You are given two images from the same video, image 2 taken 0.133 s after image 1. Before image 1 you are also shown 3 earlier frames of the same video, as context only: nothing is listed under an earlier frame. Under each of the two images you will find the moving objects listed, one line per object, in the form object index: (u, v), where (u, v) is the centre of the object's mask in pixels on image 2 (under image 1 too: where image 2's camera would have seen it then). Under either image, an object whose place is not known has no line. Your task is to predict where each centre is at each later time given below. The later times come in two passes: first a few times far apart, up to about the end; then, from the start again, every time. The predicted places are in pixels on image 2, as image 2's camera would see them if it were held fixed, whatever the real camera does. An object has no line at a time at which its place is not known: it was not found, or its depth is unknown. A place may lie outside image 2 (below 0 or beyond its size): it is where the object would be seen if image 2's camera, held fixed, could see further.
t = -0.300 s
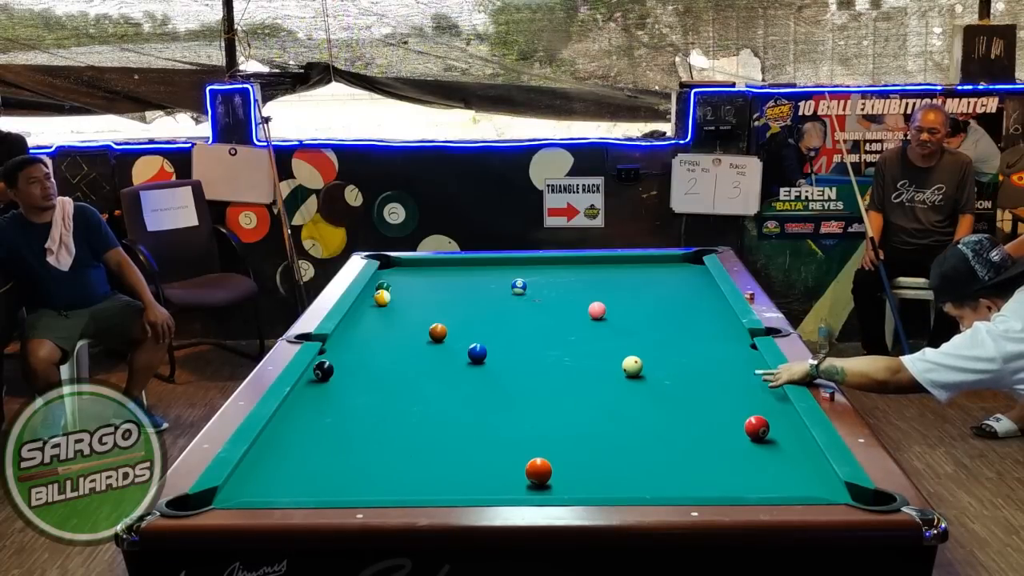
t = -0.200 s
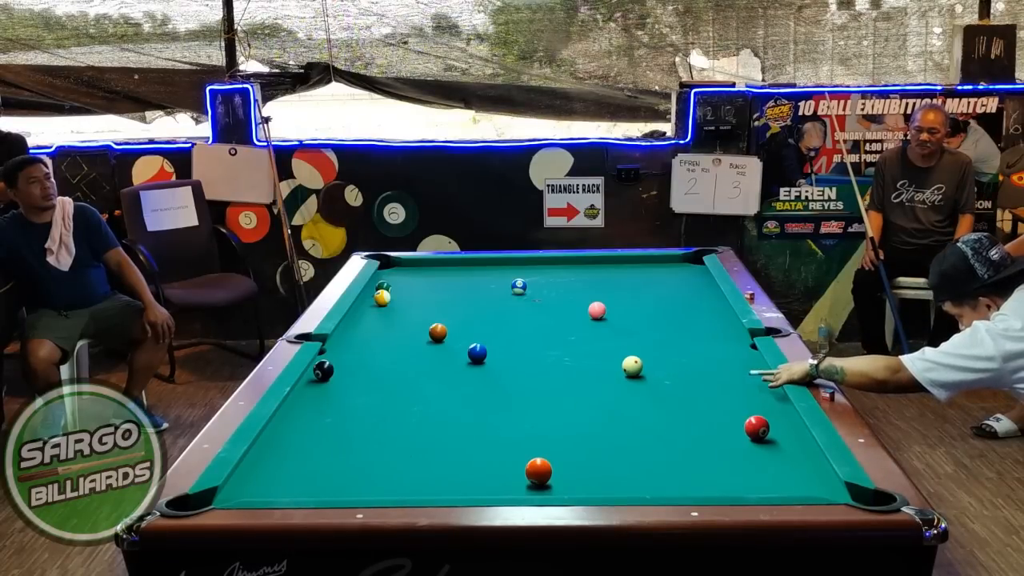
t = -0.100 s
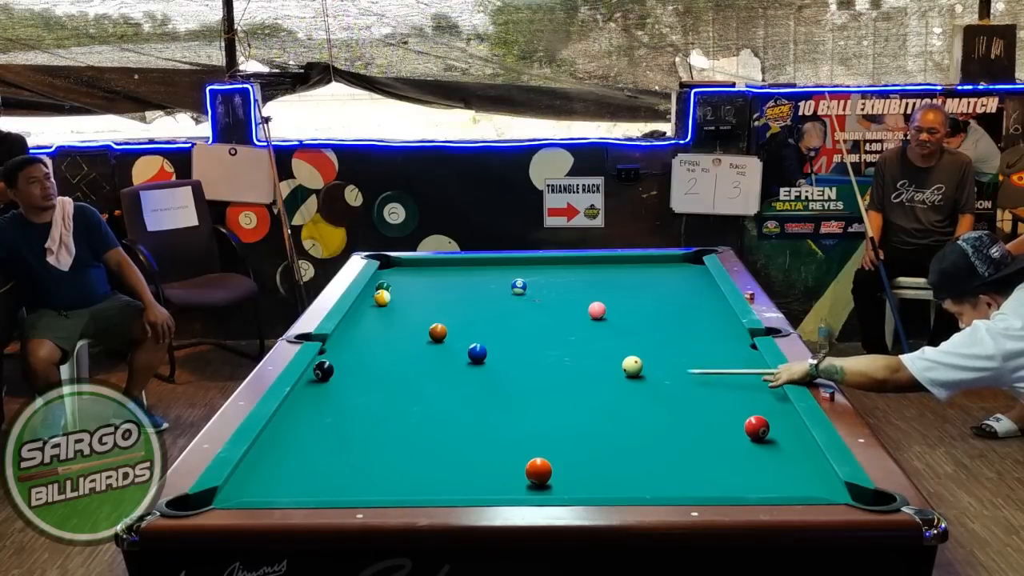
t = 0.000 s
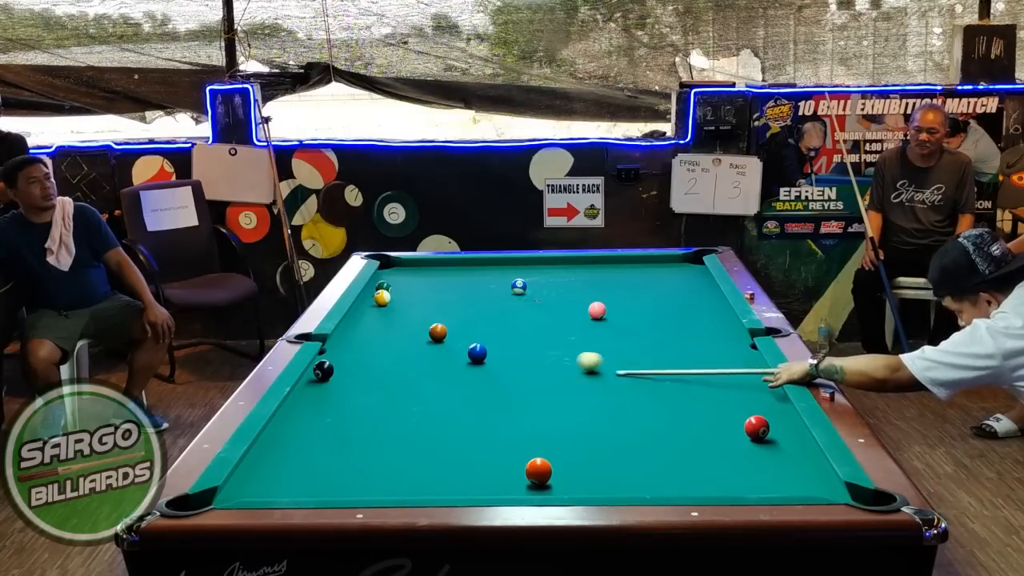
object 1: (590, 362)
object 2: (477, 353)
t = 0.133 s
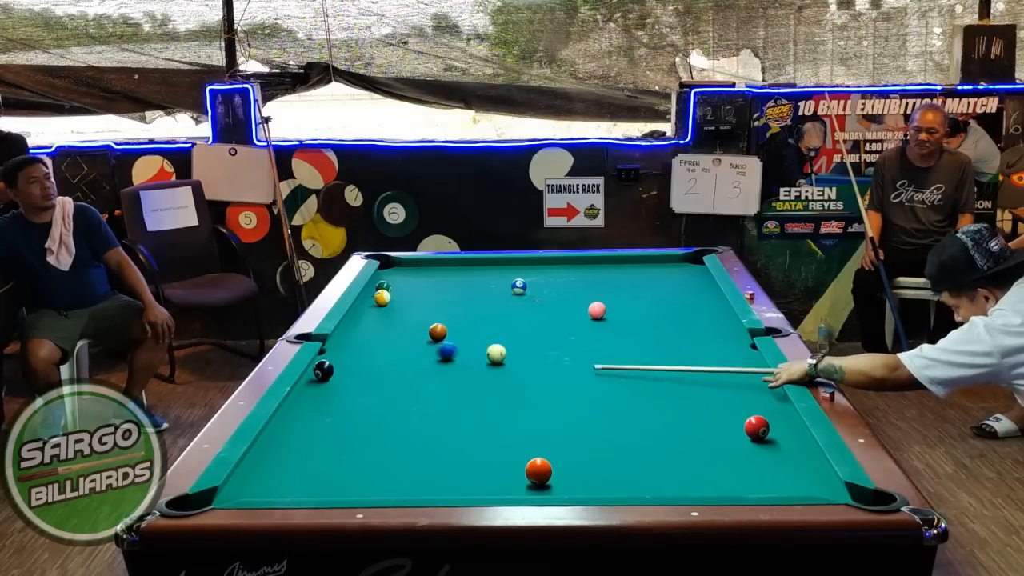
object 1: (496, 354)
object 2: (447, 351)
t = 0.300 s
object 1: (514, 354)
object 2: (315, 337)
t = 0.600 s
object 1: (547, 355)
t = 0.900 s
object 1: (580, 356)
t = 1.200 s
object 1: (611, 356)
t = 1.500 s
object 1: (640, 357)
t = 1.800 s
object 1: (662, 358)
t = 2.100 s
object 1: (685, 359)
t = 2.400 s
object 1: (705, 359)
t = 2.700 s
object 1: (720, 360)
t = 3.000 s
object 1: (733, 360)
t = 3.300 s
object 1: (743, 360)
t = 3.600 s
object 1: (750, 360)
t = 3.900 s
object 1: (754, 360)
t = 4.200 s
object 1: (753, 360)
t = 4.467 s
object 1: (753, 360)
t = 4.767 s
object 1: (752, 360)
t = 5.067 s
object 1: (752, 360)
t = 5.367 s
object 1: (752, 360)
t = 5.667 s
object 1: (752, 360)
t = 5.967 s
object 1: (752, 360)
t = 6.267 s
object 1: (752, 360)
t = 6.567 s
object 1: (753, 360)
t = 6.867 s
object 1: (753, 360)
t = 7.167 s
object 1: (753, 360)
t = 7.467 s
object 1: (753, 360)
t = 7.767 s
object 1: (753, 360)
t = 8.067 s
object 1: (753, 360)
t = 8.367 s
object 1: (753, 360)
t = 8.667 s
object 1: (752, 360)
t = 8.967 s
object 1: (753, 360)
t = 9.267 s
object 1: (753, 360)
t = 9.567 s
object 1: (753, 360)
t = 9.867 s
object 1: (753, 360)
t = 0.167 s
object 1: (497, 354)
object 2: (419, 349)
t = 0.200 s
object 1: (500, 354)
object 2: (394, 346)
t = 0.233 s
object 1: (505, 354)
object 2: (358, 344)
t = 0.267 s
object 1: (509, 354)
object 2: (334, 342)
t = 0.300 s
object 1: (514, 354)
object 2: (315, 337)
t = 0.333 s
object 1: (516, 354)
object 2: (305, 337)
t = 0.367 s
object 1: (519, 354)
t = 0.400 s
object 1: (524, 354)
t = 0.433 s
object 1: (527, 354)
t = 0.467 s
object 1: (532, 355)
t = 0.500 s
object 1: (536, 355)
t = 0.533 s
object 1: (539, 355)
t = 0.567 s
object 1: (543, 355)
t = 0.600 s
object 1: (547, 355)
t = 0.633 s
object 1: (553, 355)
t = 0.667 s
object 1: (557, 355)
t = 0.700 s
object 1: (560, 355)
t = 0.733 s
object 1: (564, 355)
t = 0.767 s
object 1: (566, 356)
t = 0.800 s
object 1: (570, 356)
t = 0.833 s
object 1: (573, 356)
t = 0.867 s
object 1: (577, 356)
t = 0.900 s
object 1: (580, 356)
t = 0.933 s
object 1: (584, 356)
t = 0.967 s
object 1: (588, 356)
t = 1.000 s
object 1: (591, 356)
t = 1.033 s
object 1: (594, 356)
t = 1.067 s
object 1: (600, 356)
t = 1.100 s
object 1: (603, 356)
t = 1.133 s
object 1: (606, 356)
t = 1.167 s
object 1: (610, 356)
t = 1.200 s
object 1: (611, 356)
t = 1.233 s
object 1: (614, 357)
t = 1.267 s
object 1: (618, 357)
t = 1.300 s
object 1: (621, 357)
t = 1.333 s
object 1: (624, 357)
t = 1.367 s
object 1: (627, 357)
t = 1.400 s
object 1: (630, 357)
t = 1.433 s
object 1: (633, 357)
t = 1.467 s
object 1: (636, 357)
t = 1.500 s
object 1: (640, 357)
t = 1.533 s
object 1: (643, 357)
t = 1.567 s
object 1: (646, 357)
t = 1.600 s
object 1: (647, 358)
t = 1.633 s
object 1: (650, 358)
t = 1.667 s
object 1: (653, 358)
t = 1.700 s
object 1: (655, 358)
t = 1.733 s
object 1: (658, 358)
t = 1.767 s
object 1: (661, 358)
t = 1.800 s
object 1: (662, 358)
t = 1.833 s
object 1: (666, 358)
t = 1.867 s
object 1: (669, 358)
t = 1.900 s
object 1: (672, 358)
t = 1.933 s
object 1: (674, 358)
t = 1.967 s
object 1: (677, 358)
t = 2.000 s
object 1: (680, 358)
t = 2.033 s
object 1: (681, 358)
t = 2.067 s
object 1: (683, 358)
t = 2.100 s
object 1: (685, 359)
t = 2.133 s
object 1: (688, 359)
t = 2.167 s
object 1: (690, 358)
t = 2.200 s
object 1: (692, 359)
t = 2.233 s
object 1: (693, 359)
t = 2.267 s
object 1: (697, 359)
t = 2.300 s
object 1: (699, 359)
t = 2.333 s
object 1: (701, 359)
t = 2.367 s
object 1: (704, 359)
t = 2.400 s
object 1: (705, 359)
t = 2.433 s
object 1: (706, 359)
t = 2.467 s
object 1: (708, 359)
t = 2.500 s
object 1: (710, 359)
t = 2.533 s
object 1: (712, 360)
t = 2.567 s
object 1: (713, 359)
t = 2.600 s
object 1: (715, 359)
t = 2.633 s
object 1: (717, 359)
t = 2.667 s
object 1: (719, 360)
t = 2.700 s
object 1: (720, 360)
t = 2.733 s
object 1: (723, 360)
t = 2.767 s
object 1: (725, 360)
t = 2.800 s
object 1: (726, 360)
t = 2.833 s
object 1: (727, 360)
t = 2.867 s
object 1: (728, 360)
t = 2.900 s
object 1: (729, 360)
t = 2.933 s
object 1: (731, 360)
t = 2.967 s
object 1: (732, 360)
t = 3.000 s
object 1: (733, 360)
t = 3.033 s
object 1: (734, 360)
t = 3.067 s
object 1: (736, 360)
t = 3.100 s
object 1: (737, 360)
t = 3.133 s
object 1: (738, 360)
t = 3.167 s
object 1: (740, 360)
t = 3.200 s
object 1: (741, 360)
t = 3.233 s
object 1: (742, 360)
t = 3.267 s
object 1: (742, 360)
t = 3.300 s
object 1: (743, 360)
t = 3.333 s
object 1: (744, 360)
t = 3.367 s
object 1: (745, 360)
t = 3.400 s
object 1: (746, 360)
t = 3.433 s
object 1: (746, 360)
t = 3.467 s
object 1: (747, 360)
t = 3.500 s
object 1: (748, 360)
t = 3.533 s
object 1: (749, 360)
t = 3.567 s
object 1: (750, 360)
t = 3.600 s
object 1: (750, 360)
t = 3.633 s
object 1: (751, 360)
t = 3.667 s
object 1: (751, 360)
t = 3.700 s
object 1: (752, 360)
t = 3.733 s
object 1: (752, 360)
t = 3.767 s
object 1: (753, 360)
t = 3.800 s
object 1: (753, 360)
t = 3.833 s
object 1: (753, 360)
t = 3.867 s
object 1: (754, 360)
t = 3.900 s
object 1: (754, 360)
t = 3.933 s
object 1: (754, 360)
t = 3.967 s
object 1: (754, 360)
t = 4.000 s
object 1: (753, 360)
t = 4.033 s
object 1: (753, 360)
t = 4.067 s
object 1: (753, 360)
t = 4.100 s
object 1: (753, 360)
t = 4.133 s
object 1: (753, 360)
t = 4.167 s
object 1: (753, 360)
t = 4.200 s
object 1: (753, 360)
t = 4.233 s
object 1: (752, 360)
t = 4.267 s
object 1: (752, 360)
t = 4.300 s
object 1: (752, 360)
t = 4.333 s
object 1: (752, 360)
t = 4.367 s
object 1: (753, 360)
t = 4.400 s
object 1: (753, 360)
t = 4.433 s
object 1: (753, 360)
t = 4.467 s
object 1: (753, 360)
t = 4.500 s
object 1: (752, 360)
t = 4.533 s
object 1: (753, 360)
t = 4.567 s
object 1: (753, 360)
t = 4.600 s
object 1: (753, 360)
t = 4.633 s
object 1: (753, 360)
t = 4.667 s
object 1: (753, 360)
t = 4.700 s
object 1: (753, 360)
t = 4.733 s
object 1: (753, 360)
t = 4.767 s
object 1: (752, 360)
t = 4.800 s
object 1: (752, 360)
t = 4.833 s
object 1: (752, 360)
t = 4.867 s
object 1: (753, 360)
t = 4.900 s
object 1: (753, 360)
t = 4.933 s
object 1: (753, 360)
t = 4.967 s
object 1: (753, 360)
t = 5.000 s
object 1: (753, 360)
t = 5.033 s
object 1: (753, 360)
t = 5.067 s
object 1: (752, 360)
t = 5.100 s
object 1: (752, 360)
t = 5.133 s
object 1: (753, 360)
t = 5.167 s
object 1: (753, 360)
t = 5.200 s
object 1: (753, 360)
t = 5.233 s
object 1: (753, 360)
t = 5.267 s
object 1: (752, 360)
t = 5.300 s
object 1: (753, 360)
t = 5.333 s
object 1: (752, 360)
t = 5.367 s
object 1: (752, 360)
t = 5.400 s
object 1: (752, 360)
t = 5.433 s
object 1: (752, 360)
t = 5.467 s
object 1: (753, 360)
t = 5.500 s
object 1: (752, 360)
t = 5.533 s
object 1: (752, 360)
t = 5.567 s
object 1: (752, 360)
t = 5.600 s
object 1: (752, 360)
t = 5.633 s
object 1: (752, 360)
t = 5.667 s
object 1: (752, 360)
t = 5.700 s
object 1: (752, 360)
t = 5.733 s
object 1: (752, 360)
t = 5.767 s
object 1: (752, 360)
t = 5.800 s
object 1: (752, 360)
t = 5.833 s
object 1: (752, 360)
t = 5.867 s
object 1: (752, 360)
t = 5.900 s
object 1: (752, 360)
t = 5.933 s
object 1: (752, 360)
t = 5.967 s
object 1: (752, 360)
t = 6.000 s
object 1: (752, 360)
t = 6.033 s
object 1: (752, 360)
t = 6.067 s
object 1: (752, 360)
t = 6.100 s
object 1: (752, 360)
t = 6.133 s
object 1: (752, 360)
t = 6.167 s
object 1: (752, 360)
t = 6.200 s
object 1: (752, 360)
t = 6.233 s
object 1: (752, 360)
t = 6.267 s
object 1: (752, 360)
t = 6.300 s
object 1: (753, 360)
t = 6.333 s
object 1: (753, 360)
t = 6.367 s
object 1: (753, 360)
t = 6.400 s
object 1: (753, 360)
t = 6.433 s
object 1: (753, 360)
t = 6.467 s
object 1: (753, 360)
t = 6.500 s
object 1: (753, 360)
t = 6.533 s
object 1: (753, 360)
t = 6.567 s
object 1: (753, 360)
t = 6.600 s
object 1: (753, 360)
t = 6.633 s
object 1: (753, 360)
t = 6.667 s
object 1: (753, 360)
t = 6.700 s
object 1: (753, 360)
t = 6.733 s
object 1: (753, 360)
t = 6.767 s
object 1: (753, 360)
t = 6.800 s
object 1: (753, 360)
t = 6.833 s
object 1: (753, 360)
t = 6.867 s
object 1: (753, 360)
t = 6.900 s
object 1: (753, 360)
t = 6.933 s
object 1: (752, 360)
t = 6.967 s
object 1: (752, 360)
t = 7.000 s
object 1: (752, 360)
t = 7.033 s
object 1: (752, 360)
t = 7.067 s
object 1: (752, 360)
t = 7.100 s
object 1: (753, 360)
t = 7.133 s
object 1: (753, 360)
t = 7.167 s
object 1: (753, 360)
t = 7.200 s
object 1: (753, 360)
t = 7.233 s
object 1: (753, 360)
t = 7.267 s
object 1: (753, 360)
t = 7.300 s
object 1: (752, 360)
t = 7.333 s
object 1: (752, 360)
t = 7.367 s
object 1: (753, 360)
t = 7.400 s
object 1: (753, 360)
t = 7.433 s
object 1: (753, 360)
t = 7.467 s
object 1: (753, 360)
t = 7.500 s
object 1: (753, 360)
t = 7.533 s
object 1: (753, 360)
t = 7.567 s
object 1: (752, 360)
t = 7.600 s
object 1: (752, 360)
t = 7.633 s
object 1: (752, 360)
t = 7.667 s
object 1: (752, 360)
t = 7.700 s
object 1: (753, 360)
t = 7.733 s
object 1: (753, 360)
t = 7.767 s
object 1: (753, 360)
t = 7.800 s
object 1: (753, 360)
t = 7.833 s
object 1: (753, 360)
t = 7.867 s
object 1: (753, 360)
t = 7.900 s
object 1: (752, 360)
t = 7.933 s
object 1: (752, 360)
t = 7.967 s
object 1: (752, 360)
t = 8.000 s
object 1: (752, 360)
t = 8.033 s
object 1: (753, 360)
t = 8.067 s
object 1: (753, 360)
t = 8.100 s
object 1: (752, 360)
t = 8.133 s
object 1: (753, 360)
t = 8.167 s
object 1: (753, 360)
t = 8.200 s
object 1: (753, 360)
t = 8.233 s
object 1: (752, 360)
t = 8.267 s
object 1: (752, 360)
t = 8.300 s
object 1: (753, 360)
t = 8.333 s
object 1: (752, 360)
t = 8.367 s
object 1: (753, 360)
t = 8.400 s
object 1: (753, 360)
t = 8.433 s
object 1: (753, 360)
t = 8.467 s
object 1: (753, 360)
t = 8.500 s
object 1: (753, 360)
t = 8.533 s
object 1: (753, 360)
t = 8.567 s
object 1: (752, 360)
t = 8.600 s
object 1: (752, 360)
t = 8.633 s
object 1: (752, 360)
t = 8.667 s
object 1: (752, 360)
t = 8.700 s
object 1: (752, 360)
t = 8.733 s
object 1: (753, 360)
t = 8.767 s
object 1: (752, 360)
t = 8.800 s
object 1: (752, 360)
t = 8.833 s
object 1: (753, 360)
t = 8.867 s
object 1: (752, 360)
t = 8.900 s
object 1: (752, 360)
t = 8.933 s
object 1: (752, 360)
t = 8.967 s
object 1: (753, 360)
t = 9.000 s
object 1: (753, 360)
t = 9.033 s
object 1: (753, 360)
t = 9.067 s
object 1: (753, 360)
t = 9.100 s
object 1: (752, 360)
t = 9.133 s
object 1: (752, 360)
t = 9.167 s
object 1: (753, 360)
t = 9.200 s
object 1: (752, 360)
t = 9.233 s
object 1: (753, 360)
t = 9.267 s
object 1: (753, 360)
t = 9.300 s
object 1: (752, 360)
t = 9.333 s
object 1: (753, 360)
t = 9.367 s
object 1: (753, 360)
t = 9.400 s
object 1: (753, 360)
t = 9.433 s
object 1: (753, 360)
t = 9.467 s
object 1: (753, 360)
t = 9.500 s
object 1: (753, 360)
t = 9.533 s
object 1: (752, 360)
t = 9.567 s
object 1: (753, 360)
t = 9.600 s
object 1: (752, 360)
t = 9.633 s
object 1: (753, 360)
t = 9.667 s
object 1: (753, 360)
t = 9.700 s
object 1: (753, 360)
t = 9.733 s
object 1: (752, 360)
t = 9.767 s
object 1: (753, 360)
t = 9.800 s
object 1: (752, 360)
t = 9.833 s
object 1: (753, 360)
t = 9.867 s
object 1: (753, 360)
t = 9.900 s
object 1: (752, 360)
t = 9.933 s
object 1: (753, 360)
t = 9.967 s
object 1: (752, 360)
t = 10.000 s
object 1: (753, 360)
